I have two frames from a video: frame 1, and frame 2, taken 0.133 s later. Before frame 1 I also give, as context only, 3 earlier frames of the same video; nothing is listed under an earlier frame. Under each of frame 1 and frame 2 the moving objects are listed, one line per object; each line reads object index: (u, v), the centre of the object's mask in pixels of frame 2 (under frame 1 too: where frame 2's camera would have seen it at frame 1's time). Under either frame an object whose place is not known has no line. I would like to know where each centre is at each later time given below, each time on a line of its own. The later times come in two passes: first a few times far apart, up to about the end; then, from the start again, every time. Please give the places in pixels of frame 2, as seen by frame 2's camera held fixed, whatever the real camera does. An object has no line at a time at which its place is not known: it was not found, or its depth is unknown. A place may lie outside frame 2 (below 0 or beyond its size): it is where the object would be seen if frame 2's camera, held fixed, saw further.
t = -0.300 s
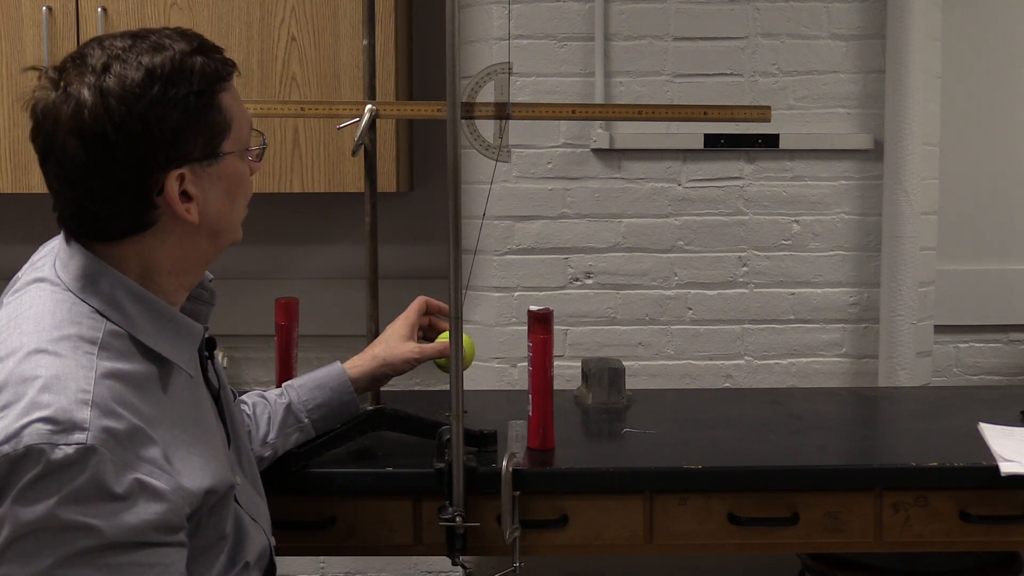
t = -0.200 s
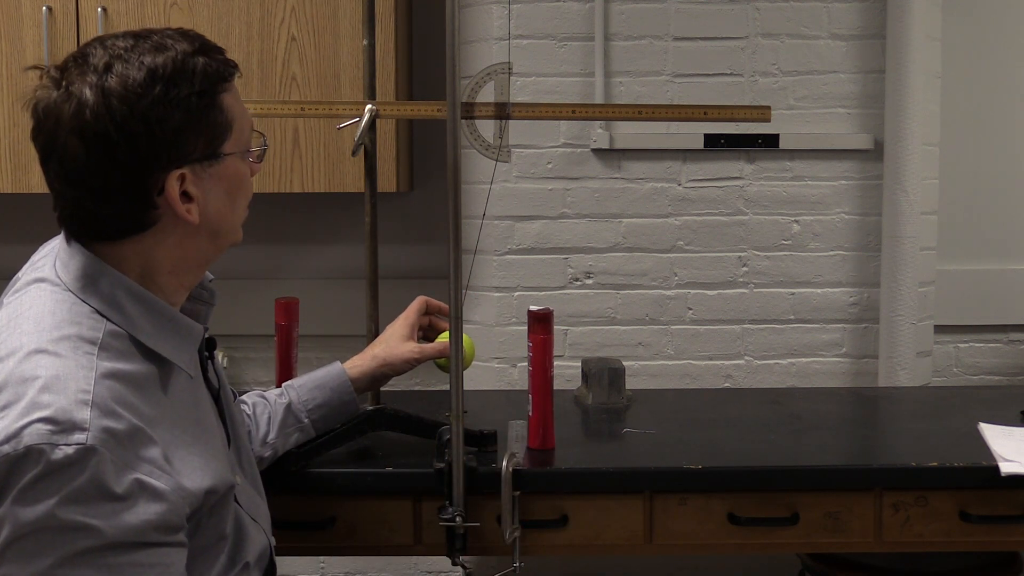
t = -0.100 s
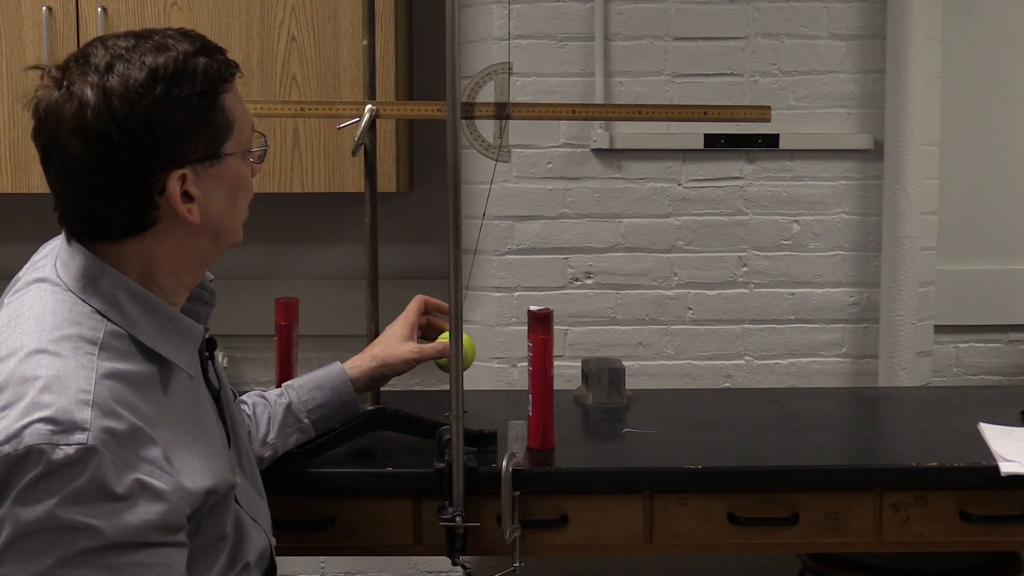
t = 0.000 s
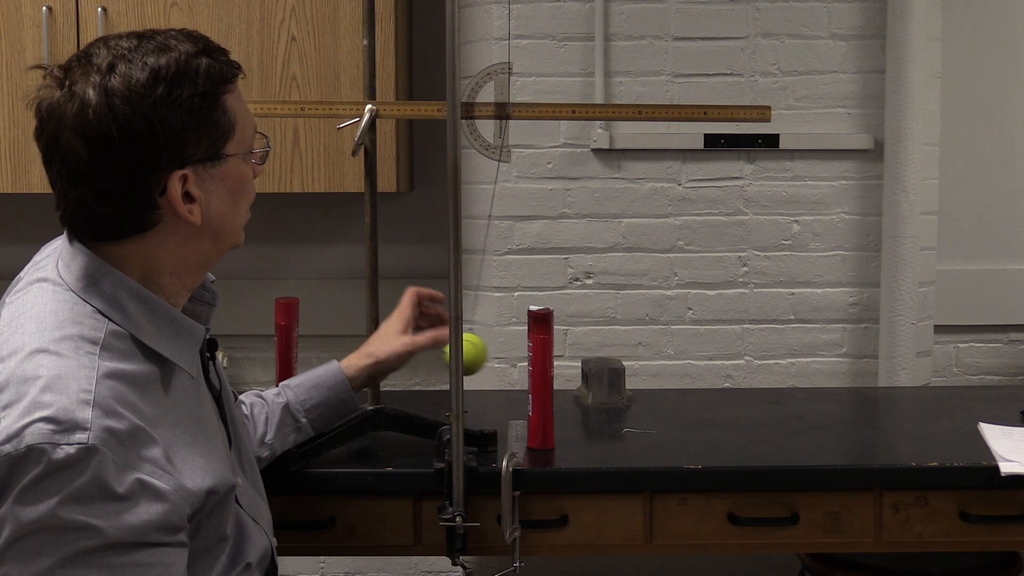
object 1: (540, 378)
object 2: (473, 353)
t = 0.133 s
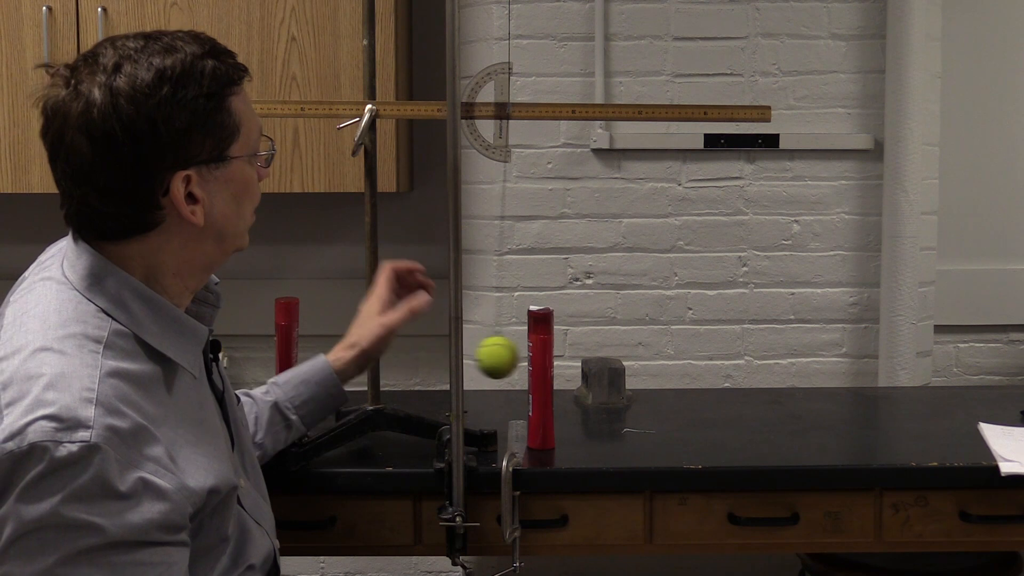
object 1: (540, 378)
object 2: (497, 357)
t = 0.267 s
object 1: (554, 378)
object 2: (509, 358)
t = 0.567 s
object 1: (575, 381)
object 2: (513, 358)
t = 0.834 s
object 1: (627, 425)
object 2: (511, 358)
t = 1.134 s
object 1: (632, 431)
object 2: (507, 357)
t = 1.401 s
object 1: (632, 431)
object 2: (508, 358)
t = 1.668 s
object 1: (632, 431)
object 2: (512, 358)
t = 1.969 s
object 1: (632, 431)
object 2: (512, 358)
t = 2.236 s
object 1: (632, 431)
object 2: (509, 357)
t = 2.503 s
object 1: (632, 431)
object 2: (508, 358)
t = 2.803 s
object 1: (632, 431)
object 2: (511, 358)
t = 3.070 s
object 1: (632, 431)
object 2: (512, 358)
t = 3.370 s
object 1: (632, 431)
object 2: (509, 357)
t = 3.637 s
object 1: (632, 431)
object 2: (508, 358)
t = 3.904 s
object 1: (632, 431)
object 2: (509, 358)
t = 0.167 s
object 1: (541, 378)
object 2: (505, 357)
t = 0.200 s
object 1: (546, 380)
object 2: (508, 358)
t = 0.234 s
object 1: (550, 379)
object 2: (508, 358)
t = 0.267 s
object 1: (554, 378)
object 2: (509, 358)
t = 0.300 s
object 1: (557, 379)
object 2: (510, 358)
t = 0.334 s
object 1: (559, 378)
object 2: (510, 358)
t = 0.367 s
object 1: (561, 378)
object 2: (511, 358)
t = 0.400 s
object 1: (563, 379)
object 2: (511, 358)
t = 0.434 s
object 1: (565, 378)
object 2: (512, 358)
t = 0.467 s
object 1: (567, 379)
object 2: (512, 358)
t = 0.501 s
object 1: (569, 379)
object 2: (512, 358)
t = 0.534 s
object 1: (572, 380)
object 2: (513, 358)
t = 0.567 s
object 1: (575, 381)
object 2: (513, 358)
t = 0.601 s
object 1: (579, 383)
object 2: (513, 358)
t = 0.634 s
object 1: (585, 385)
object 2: (513, 358)
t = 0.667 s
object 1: (592, 389)
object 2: (513, 358)
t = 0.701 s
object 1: (601, 393)
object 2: (513, 358)
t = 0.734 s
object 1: (611, 403)
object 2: (513, 358)
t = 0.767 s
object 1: (623, 418)
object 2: (512, 358)
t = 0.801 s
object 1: (623, 427)
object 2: (512, 358)
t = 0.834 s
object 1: (627, 425)
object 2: (511, 358)
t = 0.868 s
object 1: (629, 428)
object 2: (511, 358)
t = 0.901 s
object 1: (632, 430)
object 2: (510, 357)
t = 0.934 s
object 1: (632, 431)
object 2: (510, 357)
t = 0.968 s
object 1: (632, 431)
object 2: (509, 357)
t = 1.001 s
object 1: (632, 431)
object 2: (509, 357)
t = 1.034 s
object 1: (632, 431)
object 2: (508, 357)
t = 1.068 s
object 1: (632, 431)
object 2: (508, 357)
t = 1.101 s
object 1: (632, 431)
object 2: (508, 357)
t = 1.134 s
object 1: (632, 431)
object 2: (507, 357)
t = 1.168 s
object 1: (632, 431)
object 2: (507, 357)
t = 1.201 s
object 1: (632, 431)
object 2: (507, 357)
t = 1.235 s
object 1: (632, 431)
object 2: (507, 357)
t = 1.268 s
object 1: (632, 431)
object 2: (507, 357)
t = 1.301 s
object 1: (632, 431)
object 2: (507, 357)
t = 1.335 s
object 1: (632, 431)
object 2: (507, 358)
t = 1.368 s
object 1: (632, 431)
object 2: (508, 357)
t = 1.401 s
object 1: (632, 431)
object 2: (508, 358)
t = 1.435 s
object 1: (632, 431)
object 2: (509, 358)
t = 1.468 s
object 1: (632, 432)
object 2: (509, 358)
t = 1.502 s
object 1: (632, 431)
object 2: (510, 358)
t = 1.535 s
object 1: (632, 432)
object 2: (510, 358)
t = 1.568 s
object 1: (632, 432)
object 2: (511, 358)
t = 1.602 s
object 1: (632, 431)
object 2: (511, 358)
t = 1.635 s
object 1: (632, 431)
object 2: (512, 358)
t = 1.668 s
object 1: (632, 431)
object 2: (512, 358)
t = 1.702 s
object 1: (632, 432)
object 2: (512, 358)
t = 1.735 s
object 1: (632, 431)
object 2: (512, 358)
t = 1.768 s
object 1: (632, 431)
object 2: (513, 358)
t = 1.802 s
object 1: (632, 431)
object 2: (513, 358)
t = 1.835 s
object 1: (632, 431)
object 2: (513, 358)
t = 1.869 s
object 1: (632, 431)
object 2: (513, 358)
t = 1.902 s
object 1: (632, 431)
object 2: (513, 358)
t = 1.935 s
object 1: (632, 431)
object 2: (512, 358)
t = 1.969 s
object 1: (632, 431)
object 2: (512, 358)
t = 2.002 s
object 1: (632, 431)
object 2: (512, 358)
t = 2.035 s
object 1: (632, 431)
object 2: (511, 357)
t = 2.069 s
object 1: (632, 431)
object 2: (511, 357)
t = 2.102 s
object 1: (632, 431)
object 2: (510, 357)
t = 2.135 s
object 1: (632, 431)
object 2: (510, 357)
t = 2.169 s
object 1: (632, 431)
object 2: (509, 357)
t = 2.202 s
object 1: (632, 431)
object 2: (509, 357)
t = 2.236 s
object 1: (632, 431)
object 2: (509, 357)
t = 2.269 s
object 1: (632, 431)
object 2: (508, 357)
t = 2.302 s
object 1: (632, 431)
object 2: (508, 357)
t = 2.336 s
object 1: (632, 431)
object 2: (508, 357)
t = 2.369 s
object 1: (632, 431)
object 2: (508, 357)
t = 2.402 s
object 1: (632, 431)
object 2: (508, 357)
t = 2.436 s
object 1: (632, 431)
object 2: (508, 357)
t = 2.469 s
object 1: (632, 431)
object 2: (508, 358)
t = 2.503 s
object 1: (632, 431)
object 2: (508, 358)
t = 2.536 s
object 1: (632, 431)
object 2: (508, 358)
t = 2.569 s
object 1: (632, 431)
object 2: (508, 358)
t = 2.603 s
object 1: (632, 431)
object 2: (509, 358)
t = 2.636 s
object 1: (632, 431)
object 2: (509, 358)
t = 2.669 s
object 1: (632, 431)
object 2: (509, 358)
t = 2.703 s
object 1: (632, 431)
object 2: (510, 358)
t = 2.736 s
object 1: (632, 431)
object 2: (510, 358)
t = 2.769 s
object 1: (632, 431)
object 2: (511, 358)
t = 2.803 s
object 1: (632, 431)
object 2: (511, 358)
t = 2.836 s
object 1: (632, 431)
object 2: (511, 358)
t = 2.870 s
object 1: (632, 431)
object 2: (512, 358)
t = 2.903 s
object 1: (632, 431)
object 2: (512, 358)
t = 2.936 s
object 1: (632, 431)
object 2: (512, 358)
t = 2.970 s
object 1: (631, 431)
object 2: (512, 358)
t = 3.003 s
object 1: (632, 431)
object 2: (512, 358)
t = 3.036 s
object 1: (632, 431)
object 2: (512, 358)
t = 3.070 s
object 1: (632, 431)
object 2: (512, 358)
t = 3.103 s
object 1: (632, 431)
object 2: (512, 358)
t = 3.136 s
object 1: (632, 431)
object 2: (512, 358)
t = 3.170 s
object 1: (632, 431)
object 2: (512, 358)
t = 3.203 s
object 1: (632, 431)
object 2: (511, 357)
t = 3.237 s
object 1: (632, 431)
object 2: (511, 358)
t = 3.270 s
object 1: (632, 431)
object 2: (510, 357)
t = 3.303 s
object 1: (632, 431)
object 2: (510, 357)
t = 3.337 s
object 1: (632, 431)
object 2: (510, 357)
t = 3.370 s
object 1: (632, 431)
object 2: (509, 357)
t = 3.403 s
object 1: (632, 431)
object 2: (509, 357)
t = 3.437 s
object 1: (632, 431)
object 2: (508, 357)
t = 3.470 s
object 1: (632, 431)
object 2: (508, 357)
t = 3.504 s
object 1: (632, 431)
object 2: (508, 357)
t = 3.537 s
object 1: (632, 431)
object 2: (508, 358)
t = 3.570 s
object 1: (632, 431)
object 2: (508, 358)
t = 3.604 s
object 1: (632, 431)
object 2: (508, 358)
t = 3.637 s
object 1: (632, 431)
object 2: (508, 358)
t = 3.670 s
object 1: (632, 431)
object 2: (508, 358)
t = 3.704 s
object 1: (632, 431)
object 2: (508, 358)
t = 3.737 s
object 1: (632, 431)
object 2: (508, 358)
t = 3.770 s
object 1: (632, 431)
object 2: (508, 358)
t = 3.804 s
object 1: (632, 431)
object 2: (508, 358)
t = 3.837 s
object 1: (632, 431)
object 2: (509, 358)
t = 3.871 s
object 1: (632, 431)
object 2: (509, 358)
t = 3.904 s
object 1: (632, 431)
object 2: (509, 358)
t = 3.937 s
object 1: (632, 431)
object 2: (510, 358)
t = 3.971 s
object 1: (632, 431)
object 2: (510, 358)
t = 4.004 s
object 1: (632, 431)
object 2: (511, 358)
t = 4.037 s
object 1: (632, 431)
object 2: (511, 358)
